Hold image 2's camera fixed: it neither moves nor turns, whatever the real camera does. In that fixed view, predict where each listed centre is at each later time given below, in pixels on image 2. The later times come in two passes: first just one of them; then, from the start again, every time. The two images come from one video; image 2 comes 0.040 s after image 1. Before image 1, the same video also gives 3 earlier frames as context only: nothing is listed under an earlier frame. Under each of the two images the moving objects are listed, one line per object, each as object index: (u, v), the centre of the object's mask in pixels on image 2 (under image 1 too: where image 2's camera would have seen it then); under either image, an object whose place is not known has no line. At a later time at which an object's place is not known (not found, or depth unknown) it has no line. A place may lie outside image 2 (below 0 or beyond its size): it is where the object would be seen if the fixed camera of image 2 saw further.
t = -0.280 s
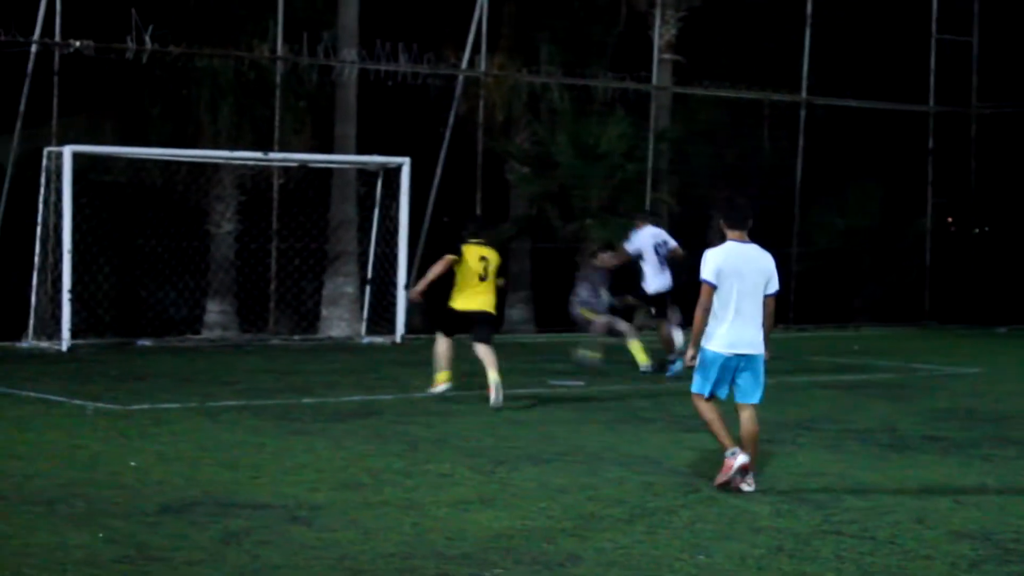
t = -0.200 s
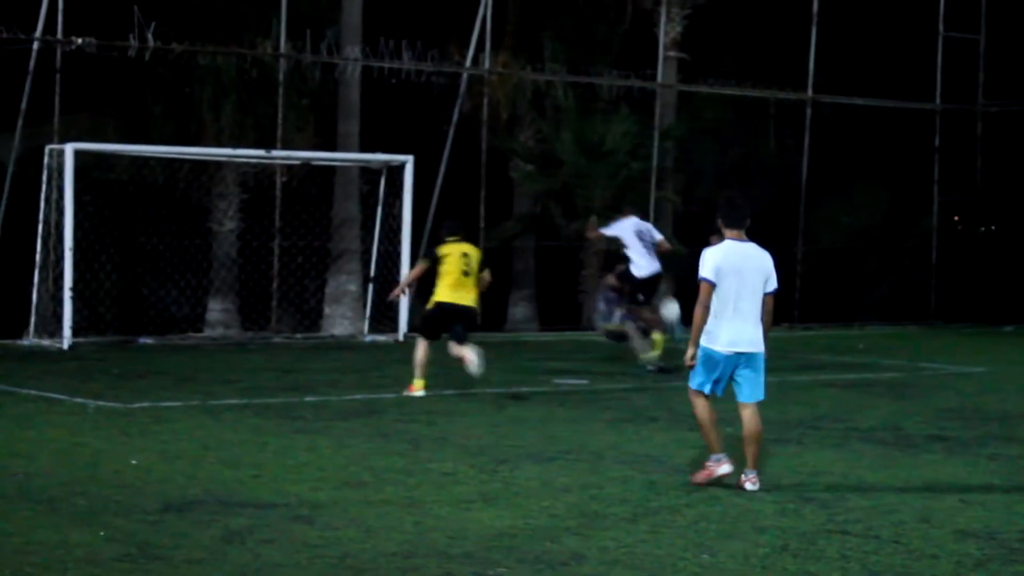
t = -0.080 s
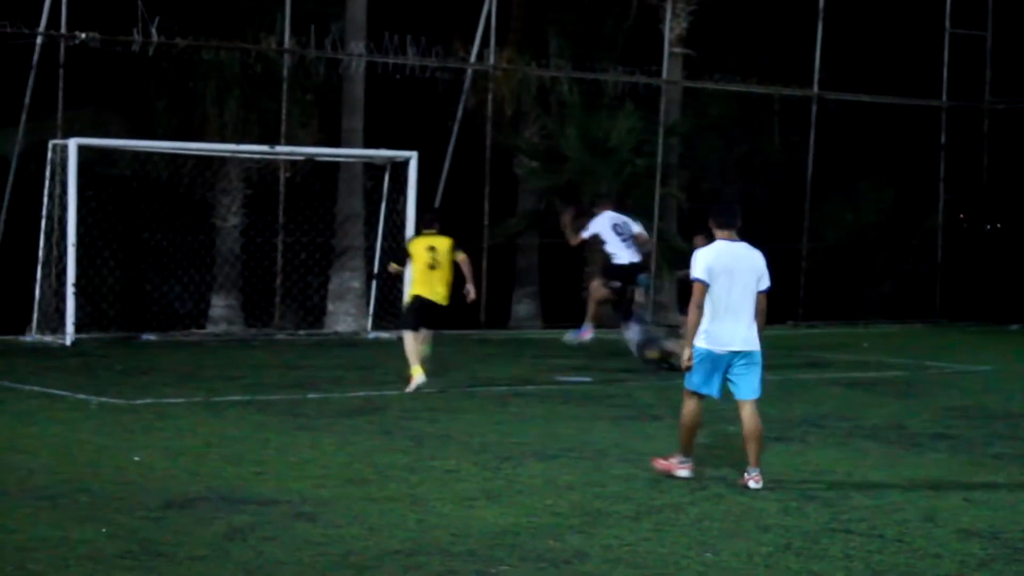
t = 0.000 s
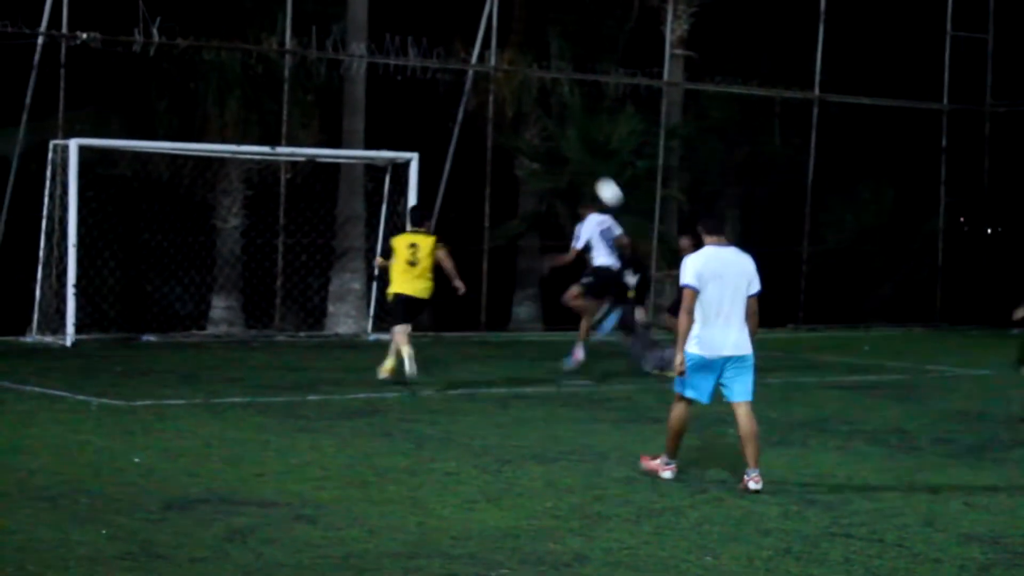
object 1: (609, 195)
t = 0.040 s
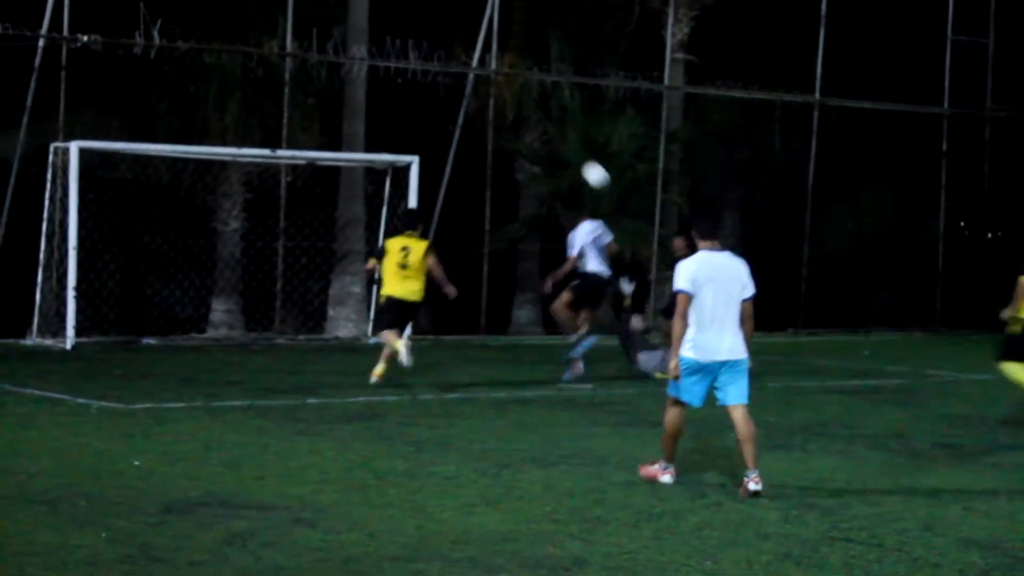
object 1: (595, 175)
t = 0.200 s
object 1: (538, 103)
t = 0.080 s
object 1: (580, 156)
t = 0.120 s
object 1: (566, 136)
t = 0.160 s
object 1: (552, 119)
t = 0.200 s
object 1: (538, 103)
